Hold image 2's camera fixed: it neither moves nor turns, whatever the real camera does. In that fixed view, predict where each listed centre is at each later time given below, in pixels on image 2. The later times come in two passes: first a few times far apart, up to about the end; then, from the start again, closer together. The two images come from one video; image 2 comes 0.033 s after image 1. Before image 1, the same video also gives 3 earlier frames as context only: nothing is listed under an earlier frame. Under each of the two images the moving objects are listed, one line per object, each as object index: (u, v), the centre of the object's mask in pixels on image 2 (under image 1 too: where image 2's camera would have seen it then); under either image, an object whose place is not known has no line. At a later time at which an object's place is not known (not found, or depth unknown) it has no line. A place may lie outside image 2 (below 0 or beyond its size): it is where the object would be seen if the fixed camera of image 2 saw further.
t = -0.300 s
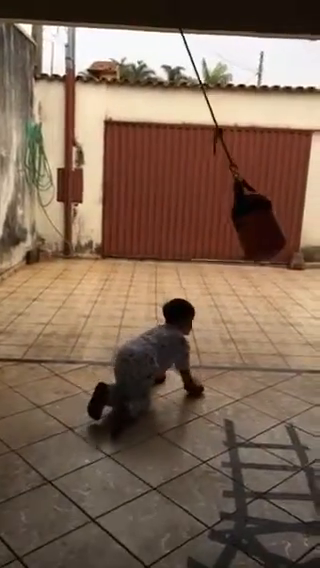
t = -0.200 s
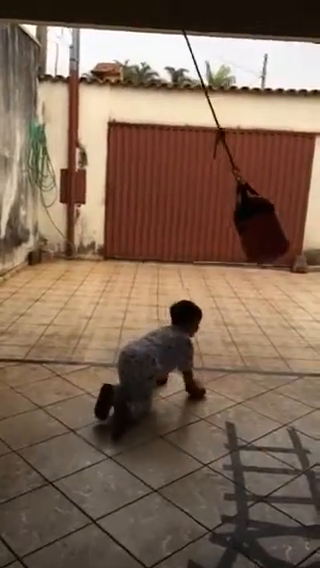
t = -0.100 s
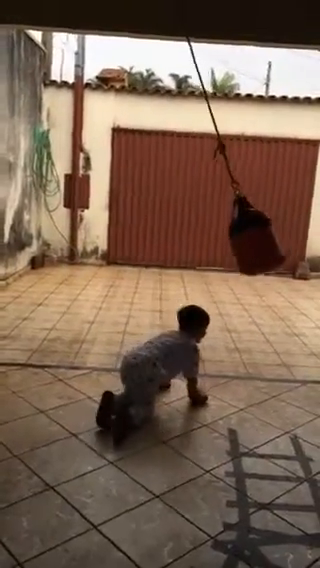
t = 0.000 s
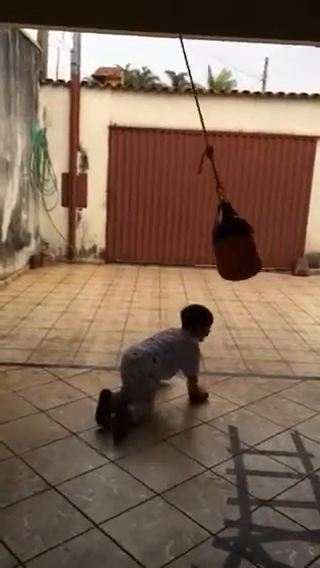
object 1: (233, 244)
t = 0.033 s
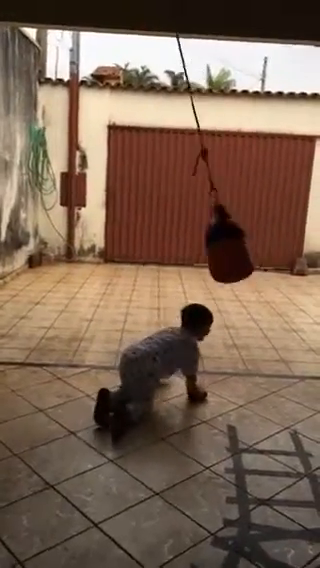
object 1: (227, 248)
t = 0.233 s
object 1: (180, 260)
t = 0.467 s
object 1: (127, 248)
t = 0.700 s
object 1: (95, 218)
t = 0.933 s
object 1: (86, 194)
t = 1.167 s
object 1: (90, 198)
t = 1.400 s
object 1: (108, 222)
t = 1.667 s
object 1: (153, 254)
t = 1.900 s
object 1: (202, 258)
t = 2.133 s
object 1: (241, 242)
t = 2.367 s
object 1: (248, 236)
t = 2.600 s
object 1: (216, 250)
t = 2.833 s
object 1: (166, 262)
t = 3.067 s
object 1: (122, 249)
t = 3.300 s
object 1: (96, 221)
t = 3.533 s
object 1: (92, 202)
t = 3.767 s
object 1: (99, 205)
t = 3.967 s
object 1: (117, 224)
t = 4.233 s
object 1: (155, 252)
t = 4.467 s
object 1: (197, 258)
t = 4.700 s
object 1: (228, 248)
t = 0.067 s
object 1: (219, 251)
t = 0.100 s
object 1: (212, 254)
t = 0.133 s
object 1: (204, 256)
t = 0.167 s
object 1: (196, 258)
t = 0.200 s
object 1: (188, 259)
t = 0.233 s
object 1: (180, 260)
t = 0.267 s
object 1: (172, 260)
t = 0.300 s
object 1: (164, 260)
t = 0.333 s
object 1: (156, 258)
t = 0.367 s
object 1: (148, 256)
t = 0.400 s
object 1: (141, 254)
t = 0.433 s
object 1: (134, 251)
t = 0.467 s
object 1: (127, 248)
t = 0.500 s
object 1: (122, 244)
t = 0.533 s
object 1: (116, 239)
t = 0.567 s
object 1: (110, 235)
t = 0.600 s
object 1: (106, 232)
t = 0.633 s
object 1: (101, 227)
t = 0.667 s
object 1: (98, 222)
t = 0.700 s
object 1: (95, 218)
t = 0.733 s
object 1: (93, 214)
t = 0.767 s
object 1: (91, 210)
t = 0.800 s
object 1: (90, 206)
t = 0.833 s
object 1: (88, 203)
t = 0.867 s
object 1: (87, 199)
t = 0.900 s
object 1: (87, 197)
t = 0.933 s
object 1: (86, 194)
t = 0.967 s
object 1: (86, 193)
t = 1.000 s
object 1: (86, 193)
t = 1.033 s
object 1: (86, 192)
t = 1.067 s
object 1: (87, 192)
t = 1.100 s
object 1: (87, 193)
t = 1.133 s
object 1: (89, 196)
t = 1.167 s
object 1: (90, 198)
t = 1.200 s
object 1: (91, 200)
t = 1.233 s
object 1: (93, 203)
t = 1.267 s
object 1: (95, 207)
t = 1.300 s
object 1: (98, 210)
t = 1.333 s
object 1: (101, 214)
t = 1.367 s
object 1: (104, 217)
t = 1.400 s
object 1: (108, 222)
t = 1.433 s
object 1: (112, 227)
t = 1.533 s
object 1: (128, 239)
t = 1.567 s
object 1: (133, 244)
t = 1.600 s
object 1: (139, 247)
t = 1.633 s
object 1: (146, 251)
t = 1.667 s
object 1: (153, 254)
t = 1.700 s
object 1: (159, 256)
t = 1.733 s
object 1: (166, 258)
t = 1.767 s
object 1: (173, 258)
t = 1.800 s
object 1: (181, 259)
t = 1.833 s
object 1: (188, 259)
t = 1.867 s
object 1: (195, 259)
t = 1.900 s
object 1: (202, 258)
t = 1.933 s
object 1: (209, 256)
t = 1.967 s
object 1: (215, 255)
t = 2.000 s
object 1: (221, 252)
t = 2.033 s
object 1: (227, 249)
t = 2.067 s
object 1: (233, 247)
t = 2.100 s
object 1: (237, 244)
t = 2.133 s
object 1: (241, 242)
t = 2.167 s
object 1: (244, 240)
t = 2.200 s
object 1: (248, 239)
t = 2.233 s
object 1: (249, 237)
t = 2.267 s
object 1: (249, 235)
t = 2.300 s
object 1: (250, 235)
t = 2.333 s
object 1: (249, 235)
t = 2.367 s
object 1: (248, 236)
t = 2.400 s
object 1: (245, 237)
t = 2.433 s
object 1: (242, 239)
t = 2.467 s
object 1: (238, 240)
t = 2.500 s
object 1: (234, 243)
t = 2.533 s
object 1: (228, 245)
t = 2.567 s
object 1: (222, 247)
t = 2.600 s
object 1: (216, 250)
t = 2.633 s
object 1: (210, 256)
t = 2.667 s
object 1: (203, 255)
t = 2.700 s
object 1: (195, 258)
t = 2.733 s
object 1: (188, 260)
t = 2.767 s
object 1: (181, 263)
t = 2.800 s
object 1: (173, 263)
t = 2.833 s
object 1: (166, 262)
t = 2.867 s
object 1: (159, 260)
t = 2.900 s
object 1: (152, 261)
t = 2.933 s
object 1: (145, 258)
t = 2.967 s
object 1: (138, 257)
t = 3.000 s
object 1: (132, 254)
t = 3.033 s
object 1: (126, 252)
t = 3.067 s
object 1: (122, 249)
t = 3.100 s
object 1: (116, 246)
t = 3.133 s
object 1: (112, 241)
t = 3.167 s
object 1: (108, 237)
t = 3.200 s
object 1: (104, 233)
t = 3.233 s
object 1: (102, 230)
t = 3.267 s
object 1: (99, 226)
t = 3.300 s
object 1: (96, 221)
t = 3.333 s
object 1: (94, 218)
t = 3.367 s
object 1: (94, 214)
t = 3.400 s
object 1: (92, 211)
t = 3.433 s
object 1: (92, 208)
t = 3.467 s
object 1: (91, 206)
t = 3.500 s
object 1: (91, 204)
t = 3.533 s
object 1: (92, 202)
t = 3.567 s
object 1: (92, 201)
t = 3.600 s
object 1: (93, 200)
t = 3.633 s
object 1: (94, 200)
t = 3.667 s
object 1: (95, 201)
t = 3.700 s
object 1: (96, 202)
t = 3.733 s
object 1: (97, 203)
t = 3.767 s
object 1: (99, 205)
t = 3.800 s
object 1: (101, 208)
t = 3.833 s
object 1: (103, 211)
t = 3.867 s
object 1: (106, 215)
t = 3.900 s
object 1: (110, 217)
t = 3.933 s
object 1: (113, 220)
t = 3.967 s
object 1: (117, 224)
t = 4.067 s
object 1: (129, 238)
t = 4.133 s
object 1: (139, 245)
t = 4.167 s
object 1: (144, 247)
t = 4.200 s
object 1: (149, 251)
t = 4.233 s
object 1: (155, 252)
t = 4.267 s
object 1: (161, 255)
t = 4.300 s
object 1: (167, 256)
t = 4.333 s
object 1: (173, 258)
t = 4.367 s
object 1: (179, 259)
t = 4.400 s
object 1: (185, 259)
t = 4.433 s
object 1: (190, 259)
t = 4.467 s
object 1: (197, 258)
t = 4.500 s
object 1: (202, 258)
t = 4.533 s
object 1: (208, 257)
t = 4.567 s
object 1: (212, 256)
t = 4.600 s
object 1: (217, 254)
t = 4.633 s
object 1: (221, 252)
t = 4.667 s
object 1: (225, 250)
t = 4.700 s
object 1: (228, 248)
